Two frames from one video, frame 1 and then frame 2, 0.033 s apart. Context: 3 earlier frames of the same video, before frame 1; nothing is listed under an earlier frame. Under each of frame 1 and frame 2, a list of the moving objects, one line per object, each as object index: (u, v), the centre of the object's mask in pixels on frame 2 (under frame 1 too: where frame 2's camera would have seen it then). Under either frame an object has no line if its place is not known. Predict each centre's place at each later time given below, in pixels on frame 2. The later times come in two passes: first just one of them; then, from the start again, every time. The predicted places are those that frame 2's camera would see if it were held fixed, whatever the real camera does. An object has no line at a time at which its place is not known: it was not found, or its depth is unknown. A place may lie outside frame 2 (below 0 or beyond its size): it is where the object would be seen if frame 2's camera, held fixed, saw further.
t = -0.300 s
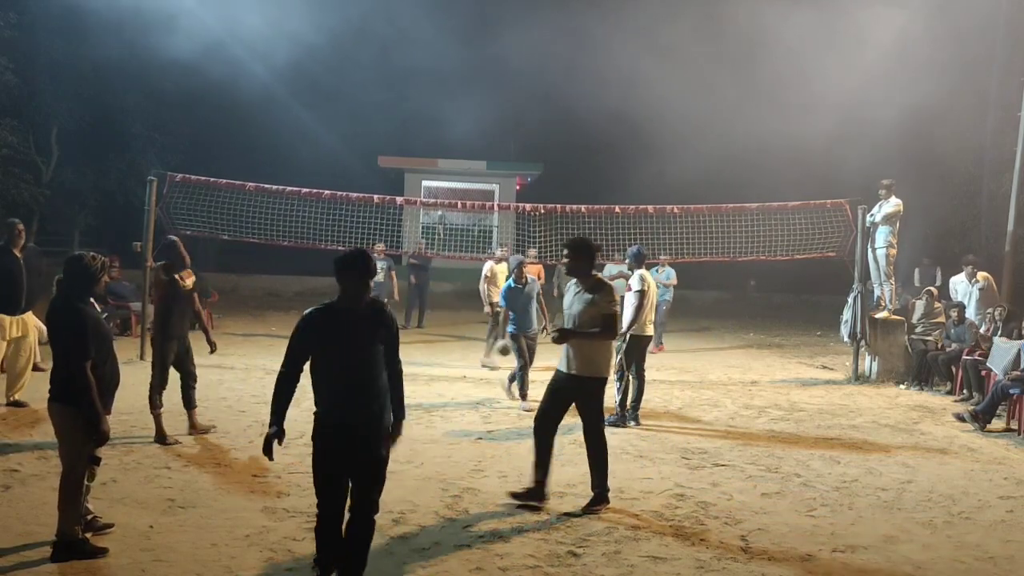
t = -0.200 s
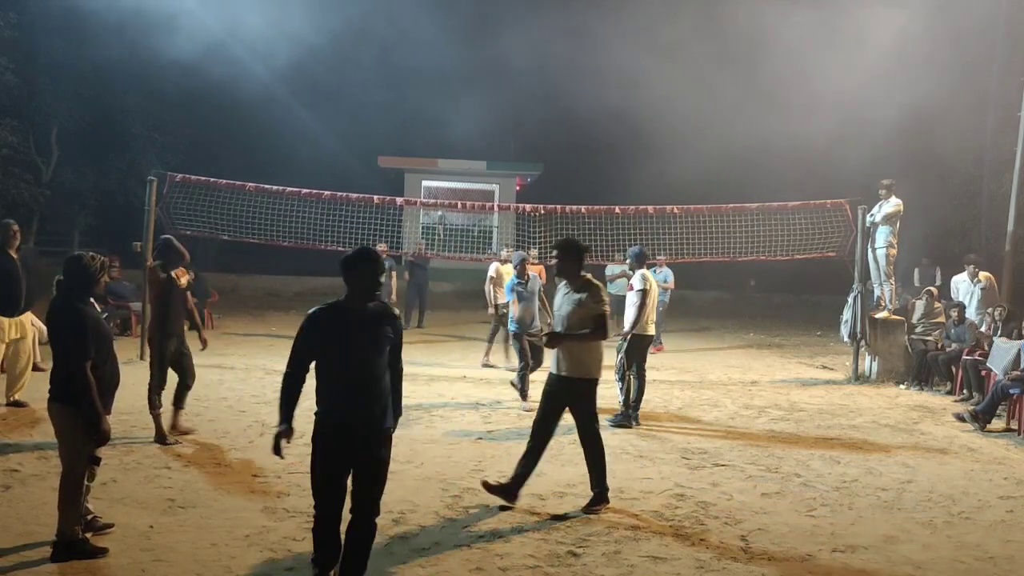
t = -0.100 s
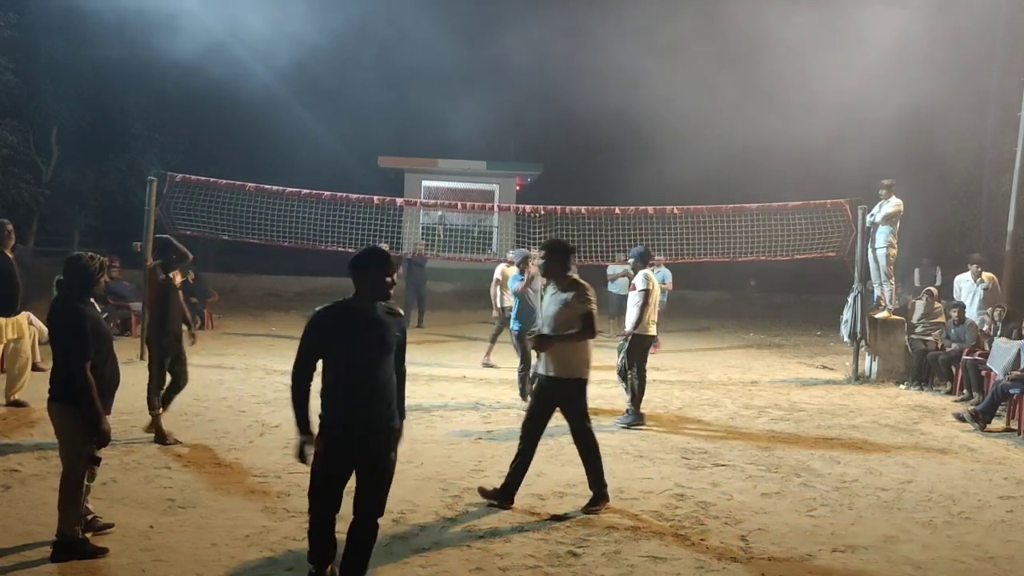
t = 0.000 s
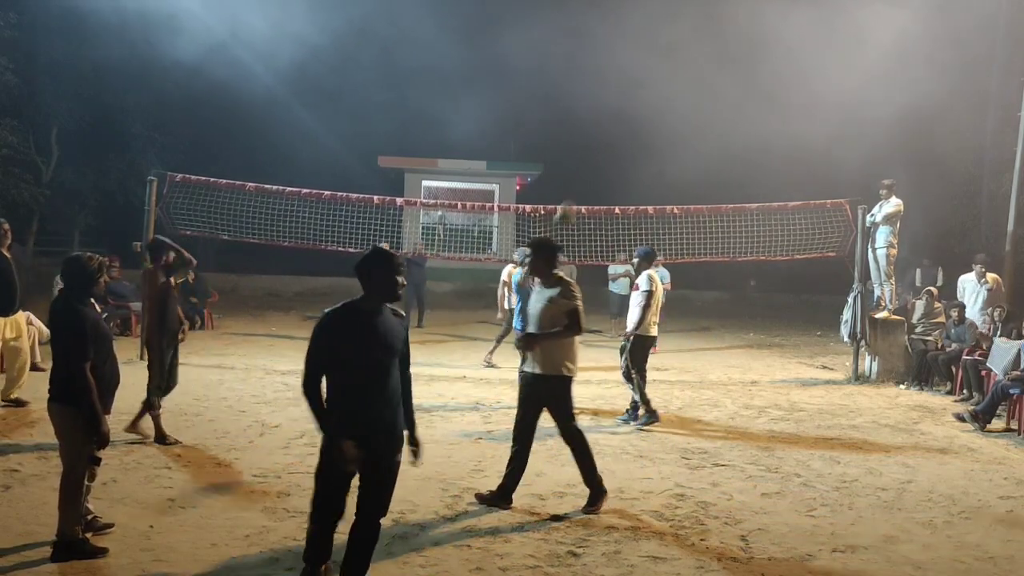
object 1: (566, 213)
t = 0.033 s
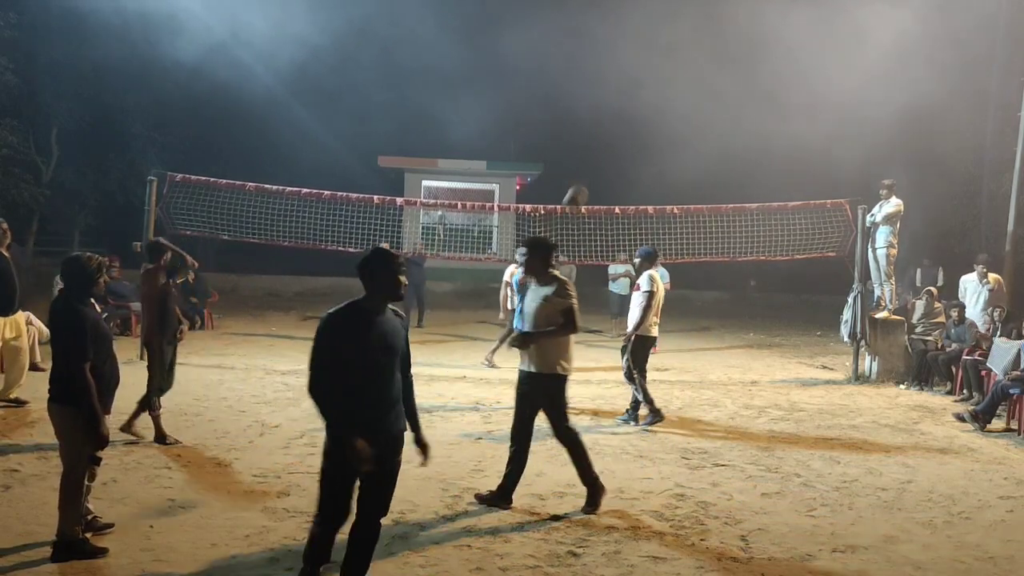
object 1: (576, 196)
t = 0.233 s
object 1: (632, 124)
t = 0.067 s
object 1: (584, 183)
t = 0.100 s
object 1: (593, 169)
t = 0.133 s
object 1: (602, 157)
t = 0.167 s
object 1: (613, 146)
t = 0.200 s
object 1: (621, 134)
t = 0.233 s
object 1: (632, 124)
